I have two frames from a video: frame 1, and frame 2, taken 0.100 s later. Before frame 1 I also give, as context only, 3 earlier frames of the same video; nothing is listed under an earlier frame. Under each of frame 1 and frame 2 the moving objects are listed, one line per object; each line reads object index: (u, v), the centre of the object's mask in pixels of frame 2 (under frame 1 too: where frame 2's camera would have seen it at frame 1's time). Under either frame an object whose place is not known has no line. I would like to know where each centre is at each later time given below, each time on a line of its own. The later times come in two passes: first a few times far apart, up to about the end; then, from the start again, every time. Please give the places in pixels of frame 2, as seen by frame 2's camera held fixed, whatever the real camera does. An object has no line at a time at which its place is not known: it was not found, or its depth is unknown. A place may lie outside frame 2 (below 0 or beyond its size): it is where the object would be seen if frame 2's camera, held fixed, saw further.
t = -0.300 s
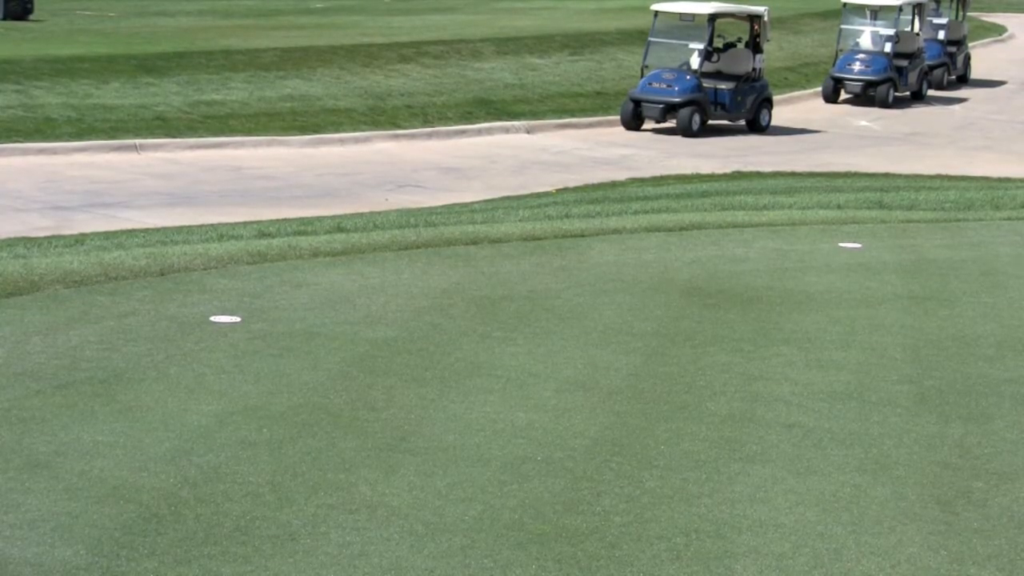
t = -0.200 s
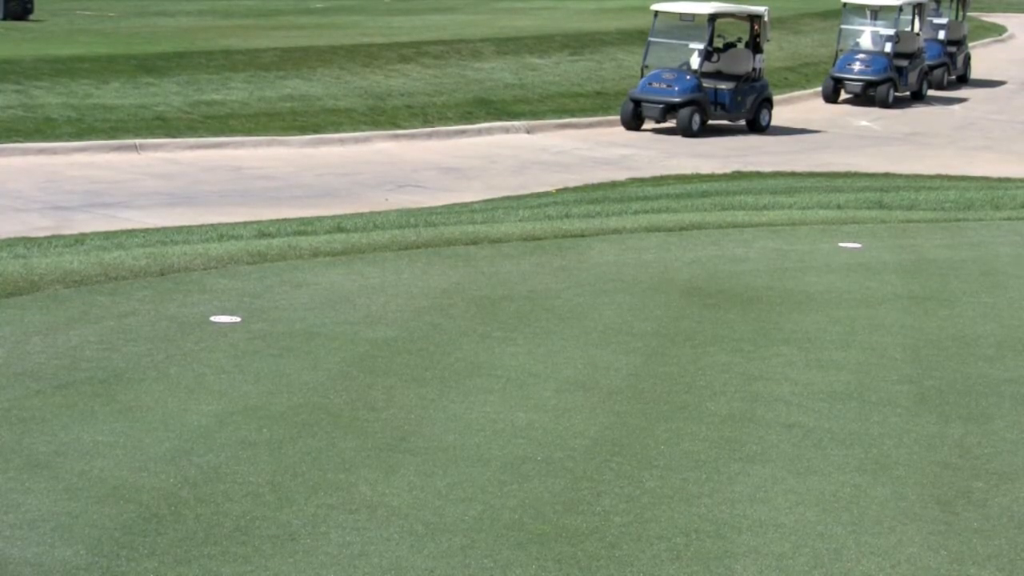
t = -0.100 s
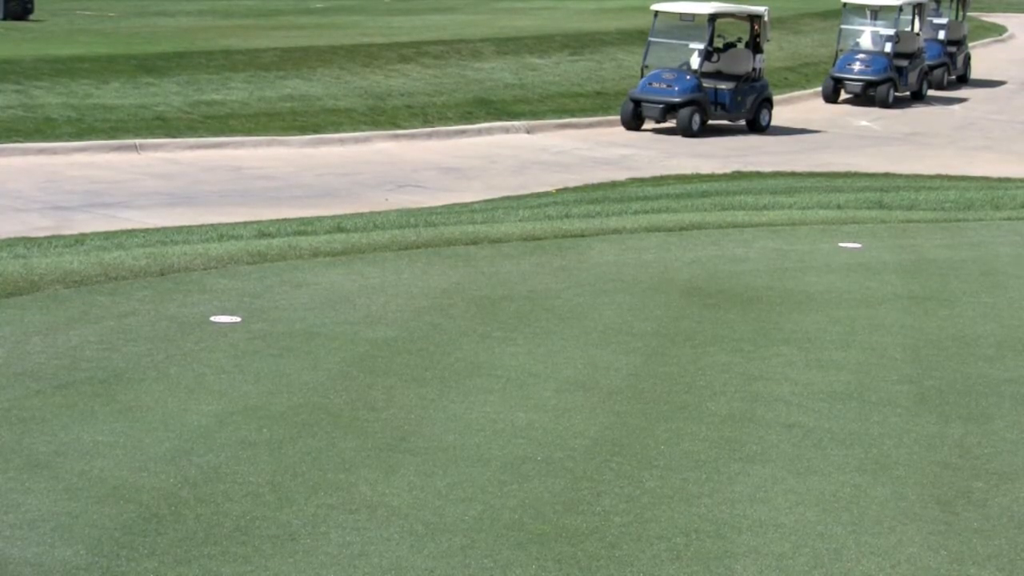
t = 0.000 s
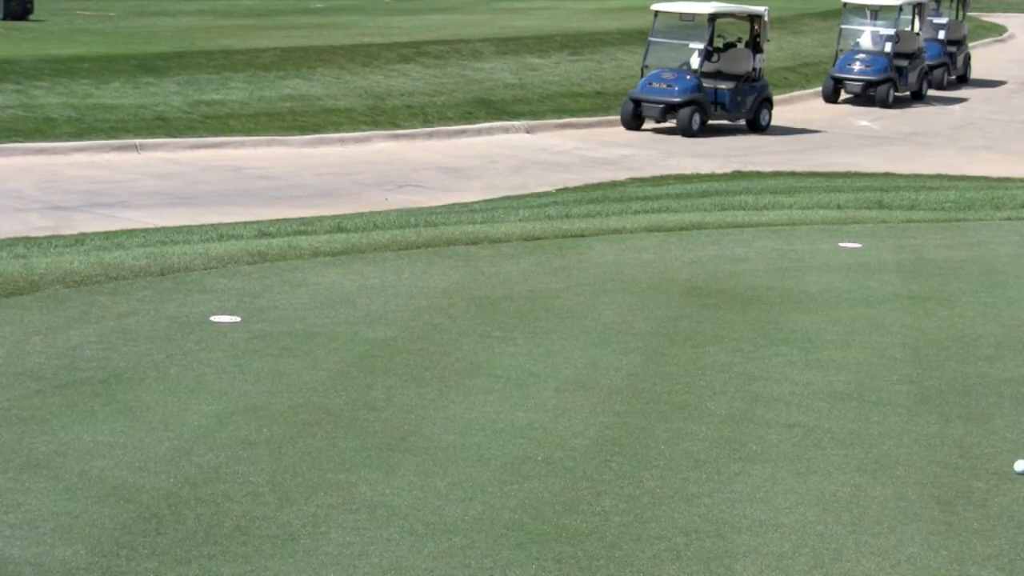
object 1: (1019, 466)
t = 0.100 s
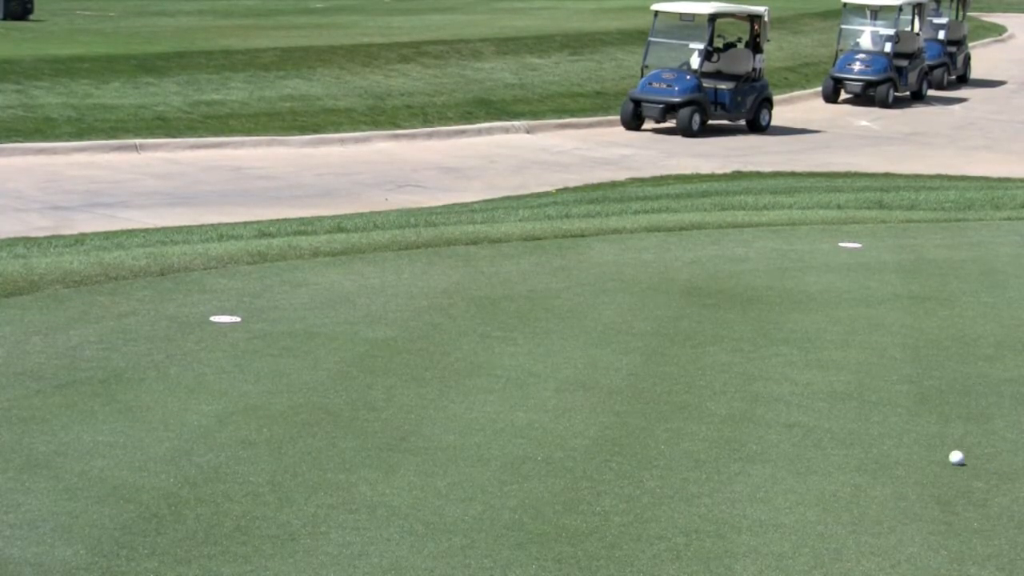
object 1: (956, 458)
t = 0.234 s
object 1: (876, 446)
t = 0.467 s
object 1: (751, 428)
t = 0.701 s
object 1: (642, 412)
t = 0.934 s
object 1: (550, 396)
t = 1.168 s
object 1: (471, 383)
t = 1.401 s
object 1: (404, 371)
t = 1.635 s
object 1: (347, 361)
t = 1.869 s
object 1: (300, 352)
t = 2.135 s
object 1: (257, 343)
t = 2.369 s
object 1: (229, 336)
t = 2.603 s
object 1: (210, 330)
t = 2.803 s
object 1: (199, 326)
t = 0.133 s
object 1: (936, 455)
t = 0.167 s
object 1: (916, 452)
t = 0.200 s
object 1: (895, 449)
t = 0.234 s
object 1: (876, 446)
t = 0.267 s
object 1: (857, 443)
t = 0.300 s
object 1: (838, 441)
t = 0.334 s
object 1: (820, 438)
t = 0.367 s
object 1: (803, 436)
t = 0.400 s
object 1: (784, 433)
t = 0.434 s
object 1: (767, 431)
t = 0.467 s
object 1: (751, 428)
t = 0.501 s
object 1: (734, 426)
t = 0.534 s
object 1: (718, 423)
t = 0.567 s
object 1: (702, 421)
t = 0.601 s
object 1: (686, 418)
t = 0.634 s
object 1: (671, 416)
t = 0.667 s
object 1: (657, 414)
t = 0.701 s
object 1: (642, 412)
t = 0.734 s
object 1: (628, 409)
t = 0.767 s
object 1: (614, 407)
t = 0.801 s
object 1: (601, 405)
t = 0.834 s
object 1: (588, 403)
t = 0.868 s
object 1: (574, 401)
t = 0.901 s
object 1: (562, 398)
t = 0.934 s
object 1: (550, 396)
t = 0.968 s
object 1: (537, 394)
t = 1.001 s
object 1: (526, 392)
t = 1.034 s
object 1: (514, 390)
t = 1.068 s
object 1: (503, 389)
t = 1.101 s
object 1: (492, 386)
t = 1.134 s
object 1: (482, 384)
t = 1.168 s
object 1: (471, 383)
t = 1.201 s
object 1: (461, 381)
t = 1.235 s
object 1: (451, 379)
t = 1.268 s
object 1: (441, 377)
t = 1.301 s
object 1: (432, 376)
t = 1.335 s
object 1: (422, 374)
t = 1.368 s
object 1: (413, 372)
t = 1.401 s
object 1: (404, 371)
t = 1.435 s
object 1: (396, 369)
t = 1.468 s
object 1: (387, 368)
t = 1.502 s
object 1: (378, 366)
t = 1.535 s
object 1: (370, 365)
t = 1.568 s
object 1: (363, 364)
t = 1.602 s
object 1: (354, 362)
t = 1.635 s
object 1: (347, 361)
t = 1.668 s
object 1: (340, 359)
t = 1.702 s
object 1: (333, 359)
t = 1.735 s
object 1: (326, 357)
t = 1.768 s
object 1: (319, 355)
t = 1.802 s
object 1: (312, 354)
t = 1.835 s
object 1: (306, 353)
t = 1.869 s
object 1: (300, 352)
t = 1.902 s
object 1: (293, 351)
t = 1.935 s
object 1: (288, 350)
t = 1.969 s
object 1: (282, 348)
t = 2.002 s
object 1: (277, 348)
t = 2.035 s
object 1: (272, 347)
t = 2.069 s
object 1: (267, 345)
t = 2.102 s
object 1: (262, 344)
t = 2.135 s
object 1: (257, 343)
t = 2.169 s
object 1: (253, 342)
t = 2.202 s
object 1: (248, 341)
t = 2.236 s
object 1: (244, 340)
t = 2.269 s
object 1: (240, 339)
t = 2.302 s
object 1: (236, 338)
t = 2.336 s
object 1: (232, 337)
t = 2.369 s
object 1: (229, 336)
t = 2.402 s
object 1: (226, 335)
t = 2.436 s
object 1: (223, 334)
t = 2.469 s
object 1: (220, 334)
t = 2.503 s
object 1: (217, 333)
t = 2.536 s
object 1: (215, 332)
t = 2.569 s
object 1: (212, 331)
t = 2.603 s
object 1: (210, 330)
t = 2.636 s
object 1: (208, 330)
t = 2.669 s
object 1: (206, 329)
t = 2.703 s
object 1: (204, 328)
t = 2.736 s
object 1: (203, 327)
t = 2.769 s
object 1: (201, 327)
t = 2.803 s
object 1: (199, 326)
